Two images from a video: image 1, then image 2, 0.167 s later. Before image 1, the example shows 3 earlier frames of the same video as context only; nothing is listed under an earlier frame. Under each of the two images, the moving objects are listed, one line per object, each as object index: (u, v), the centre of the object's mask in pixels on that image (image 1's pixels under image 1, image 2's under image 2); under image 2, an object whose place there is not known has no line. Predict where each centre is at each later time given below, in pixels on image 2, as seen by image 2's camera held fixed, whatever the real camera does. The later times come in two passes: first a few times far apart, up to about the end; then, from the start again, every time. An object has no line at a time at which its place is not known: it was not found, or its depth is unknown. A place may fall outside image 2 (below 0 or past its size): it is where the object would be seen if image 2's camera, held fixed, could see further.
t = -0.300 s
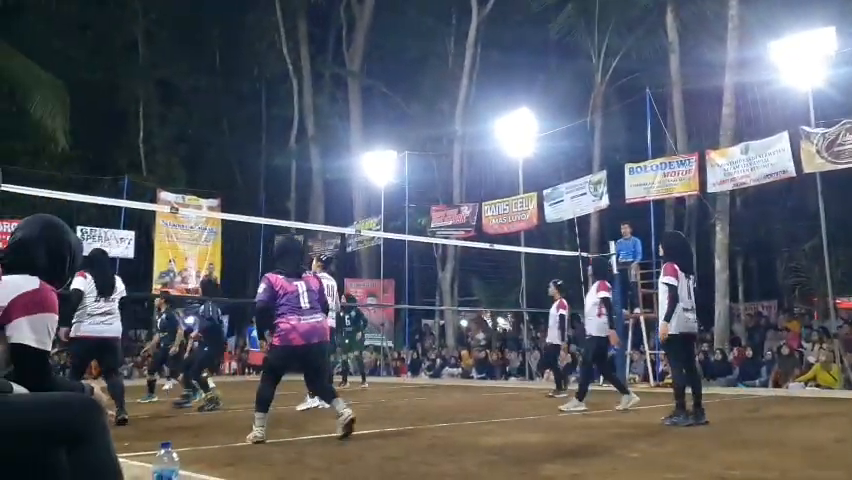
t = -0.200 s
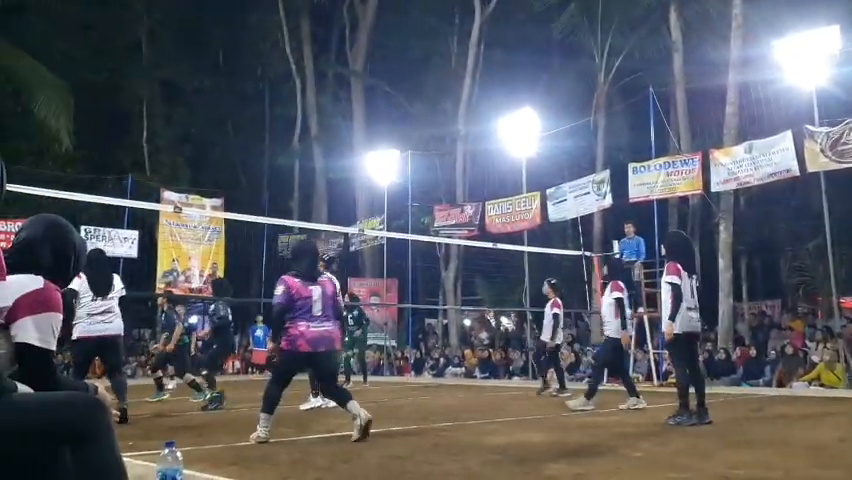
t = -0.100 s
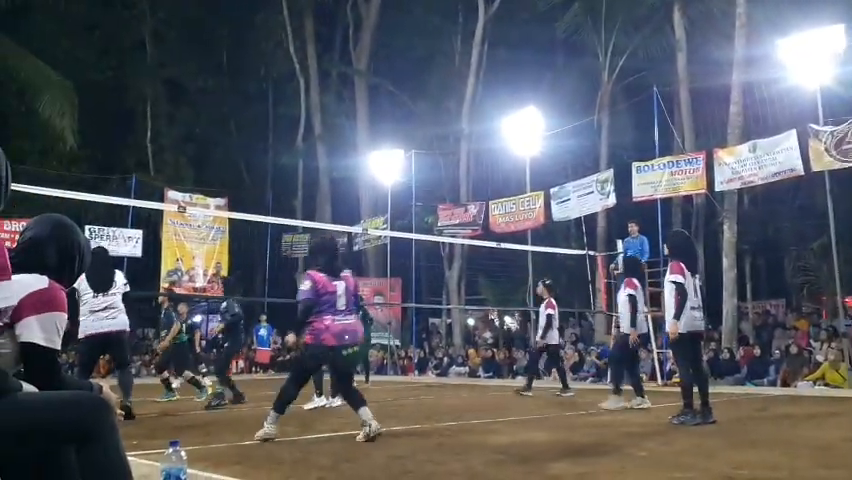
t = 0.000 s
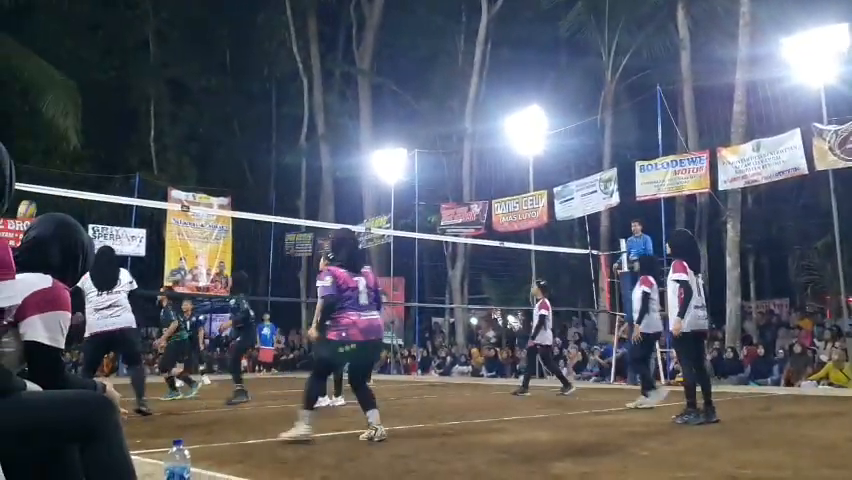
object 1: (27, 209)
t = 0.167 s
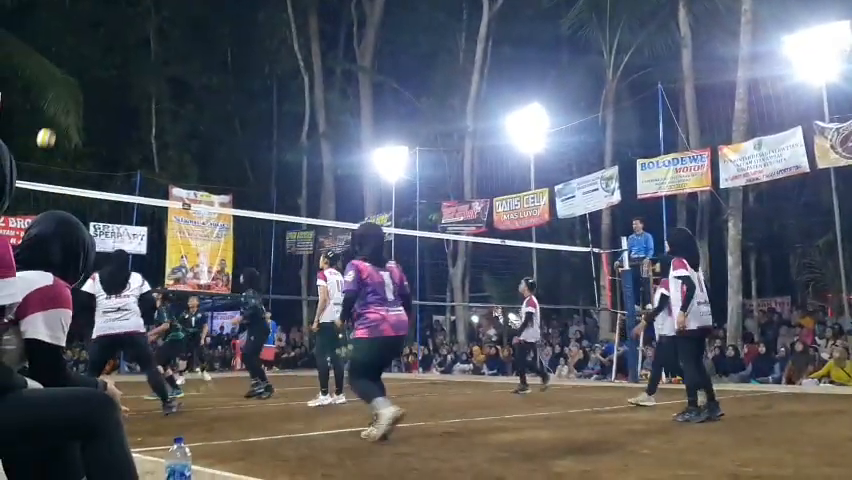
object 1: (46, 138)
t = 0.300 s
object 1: (59, 97)
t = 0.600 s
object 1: (91, 53)
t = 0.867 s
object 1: (116, 68)
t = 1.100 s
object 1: (138, 124)
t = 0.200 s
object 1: (49, 127)
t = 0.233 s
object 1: (53, 116)
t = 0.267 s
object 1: (56, 106)
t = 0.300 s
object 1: (59, 97)
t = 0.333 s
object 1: (63, 88)
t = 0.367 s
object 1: (66, 81)
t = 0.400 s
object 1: (70, 75)
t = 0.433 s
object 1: (73, 69)
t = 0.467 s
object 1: (77, 64)
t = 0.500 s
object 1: (80, 60)
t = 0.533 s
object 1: (84, 57)
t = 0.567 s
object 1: (87, 55)
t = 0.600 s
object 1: (91, 53)
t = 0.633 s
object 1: (94, 52)
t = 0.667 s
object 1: (97, 52)
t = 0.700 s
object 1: (100, 53)
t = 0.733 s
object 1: (104, 54)
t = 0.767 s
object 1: (107, 56)
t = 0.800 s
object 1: (110, 59)
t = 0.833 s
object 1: (113, 63)
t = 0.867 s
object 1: (116, 68)
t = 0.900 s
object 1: (119, 74)
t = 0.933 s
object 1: (123, 80)
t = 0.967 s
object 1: (126, 87)
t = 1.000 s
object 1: (129, 95)
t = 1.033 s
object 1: (132, 104)
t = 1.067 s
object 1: (135, 114)
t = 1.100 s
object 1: (138, 124)
